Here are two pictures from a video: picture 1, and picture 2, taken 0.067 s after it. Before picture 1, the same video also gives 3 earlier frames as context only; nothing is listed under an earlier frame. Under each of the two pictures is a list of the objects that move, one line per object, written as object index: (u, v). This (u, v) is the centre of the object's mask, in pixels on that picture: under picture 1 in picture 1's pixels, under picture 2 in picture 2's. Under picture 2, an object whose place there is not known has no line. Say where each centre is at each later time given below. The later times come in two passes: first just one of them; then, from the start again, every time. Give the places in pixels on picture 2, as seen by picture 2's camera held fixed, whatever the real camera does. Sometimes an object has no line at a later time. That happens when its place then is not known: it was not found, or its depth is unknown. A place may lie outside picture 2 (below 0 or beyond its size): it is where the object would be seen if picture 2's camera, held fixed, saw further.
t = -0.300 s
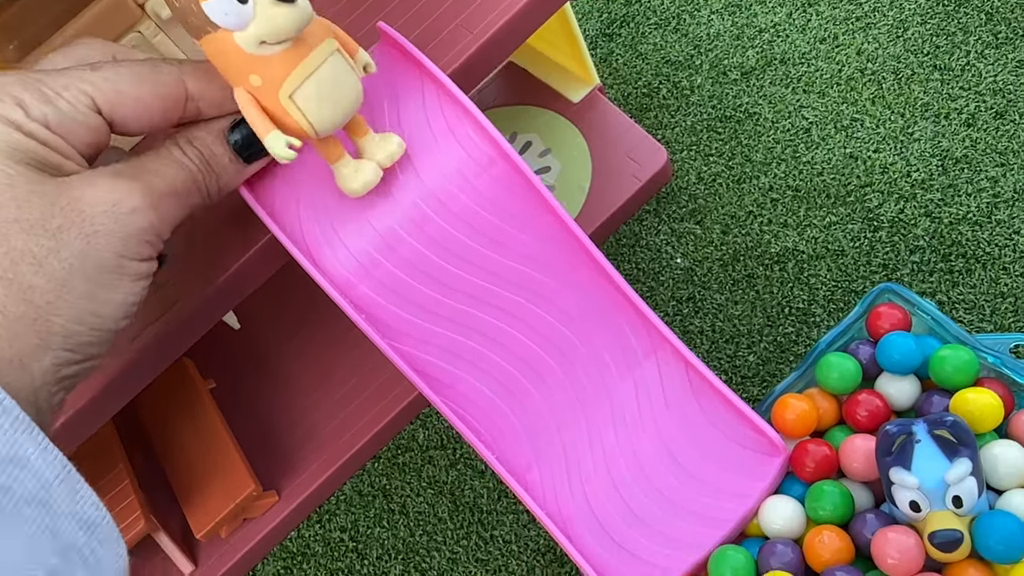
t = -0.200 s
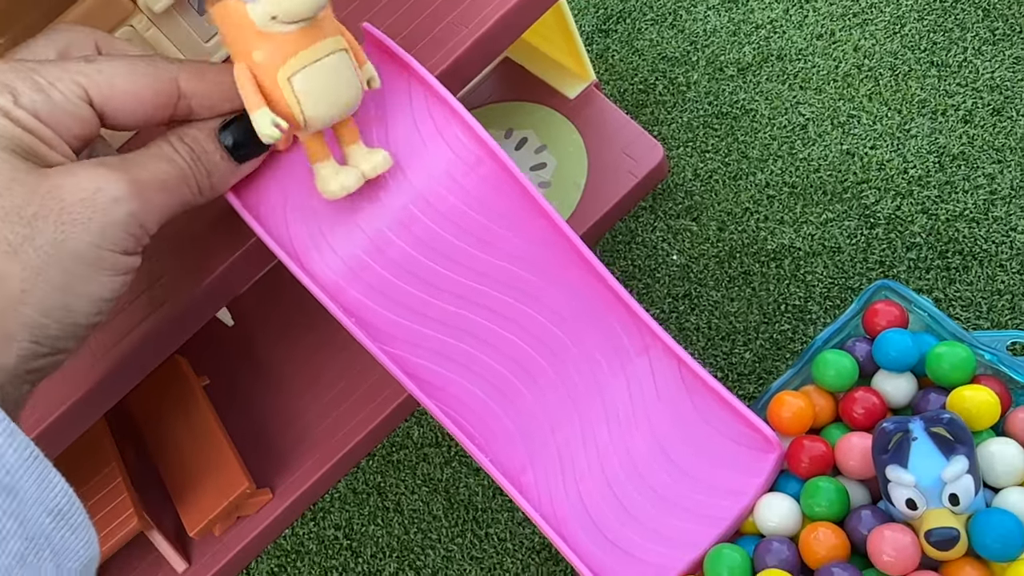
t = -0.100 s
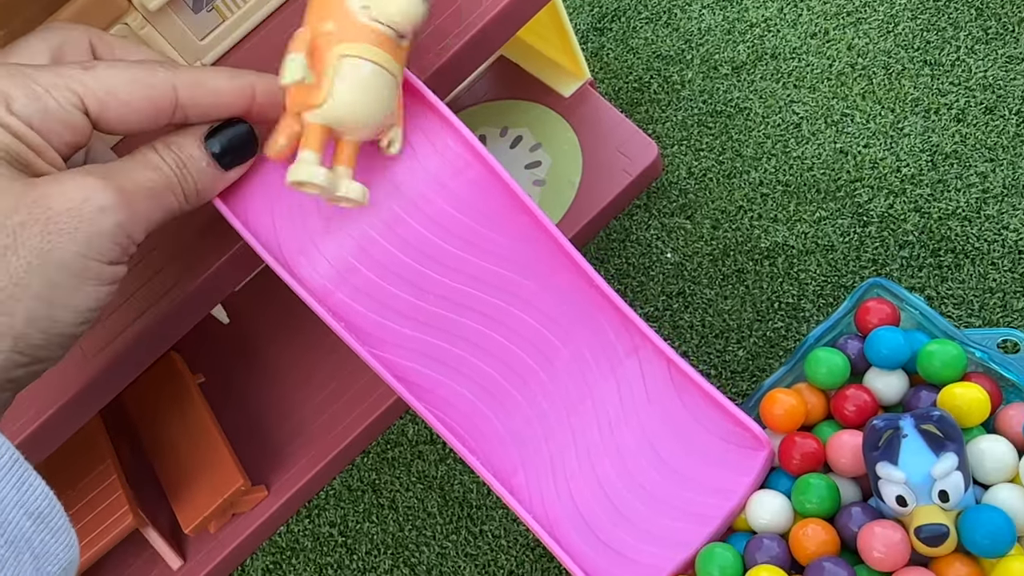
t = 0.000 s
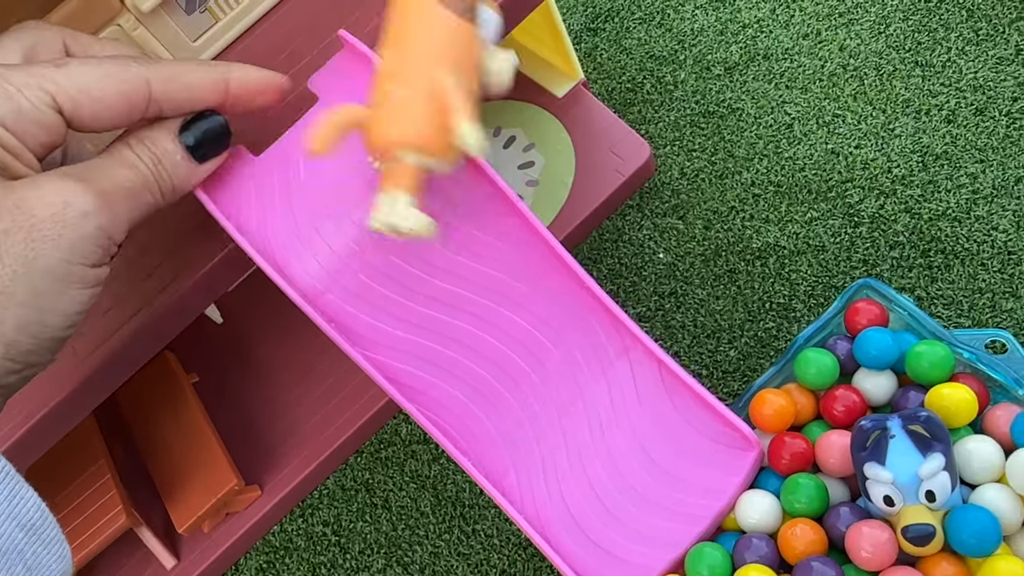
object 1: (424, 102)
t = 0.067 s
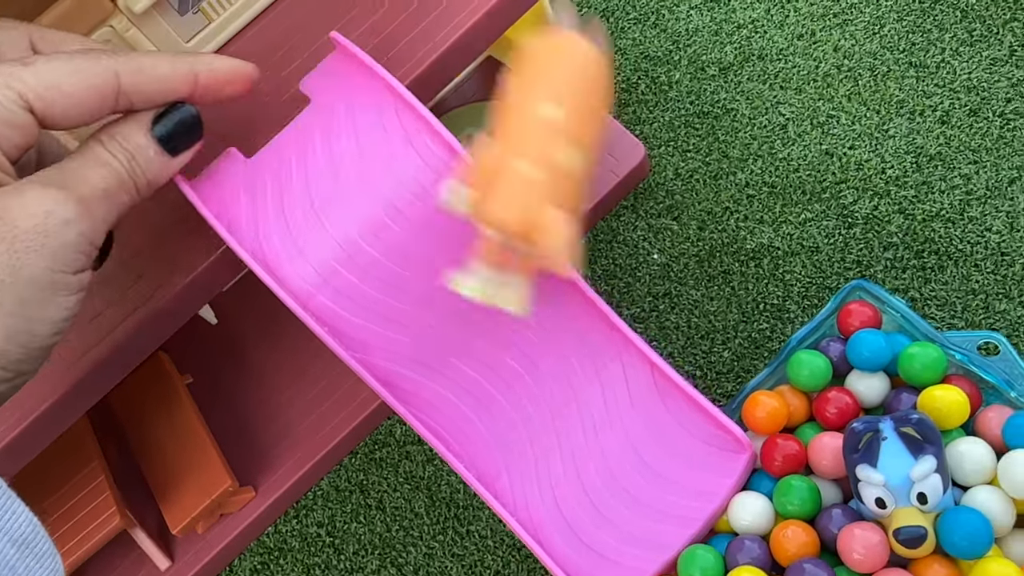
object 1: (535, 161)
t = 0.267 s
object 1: (781, 243)
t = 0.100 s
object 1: (624, 222)
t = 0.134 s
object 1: (711, 290)
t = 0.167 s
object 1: (754, 299)
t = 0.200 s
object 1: (765, 252)
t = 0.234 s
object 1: (771, 251)
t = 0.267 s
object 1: (781, 243)
